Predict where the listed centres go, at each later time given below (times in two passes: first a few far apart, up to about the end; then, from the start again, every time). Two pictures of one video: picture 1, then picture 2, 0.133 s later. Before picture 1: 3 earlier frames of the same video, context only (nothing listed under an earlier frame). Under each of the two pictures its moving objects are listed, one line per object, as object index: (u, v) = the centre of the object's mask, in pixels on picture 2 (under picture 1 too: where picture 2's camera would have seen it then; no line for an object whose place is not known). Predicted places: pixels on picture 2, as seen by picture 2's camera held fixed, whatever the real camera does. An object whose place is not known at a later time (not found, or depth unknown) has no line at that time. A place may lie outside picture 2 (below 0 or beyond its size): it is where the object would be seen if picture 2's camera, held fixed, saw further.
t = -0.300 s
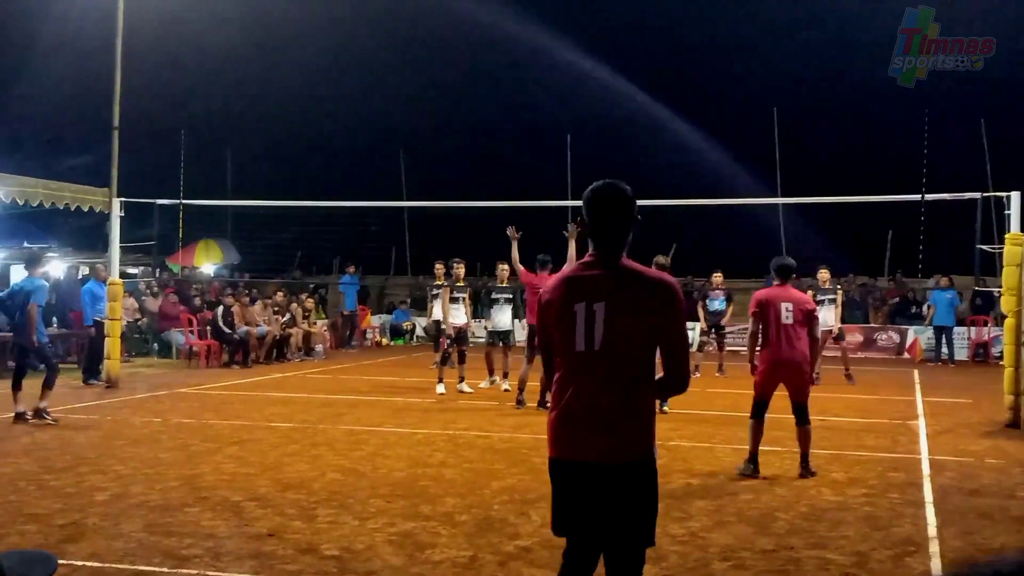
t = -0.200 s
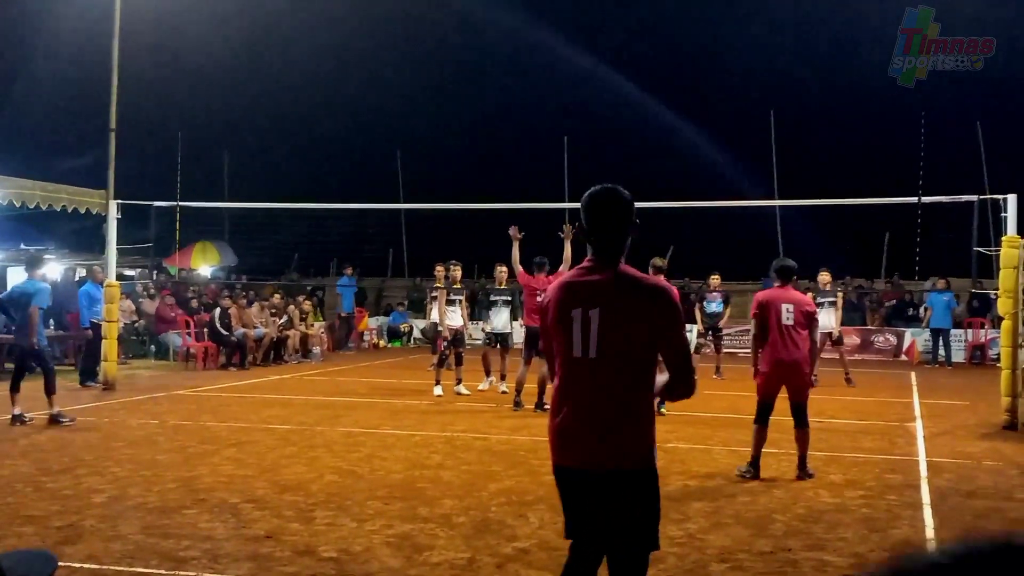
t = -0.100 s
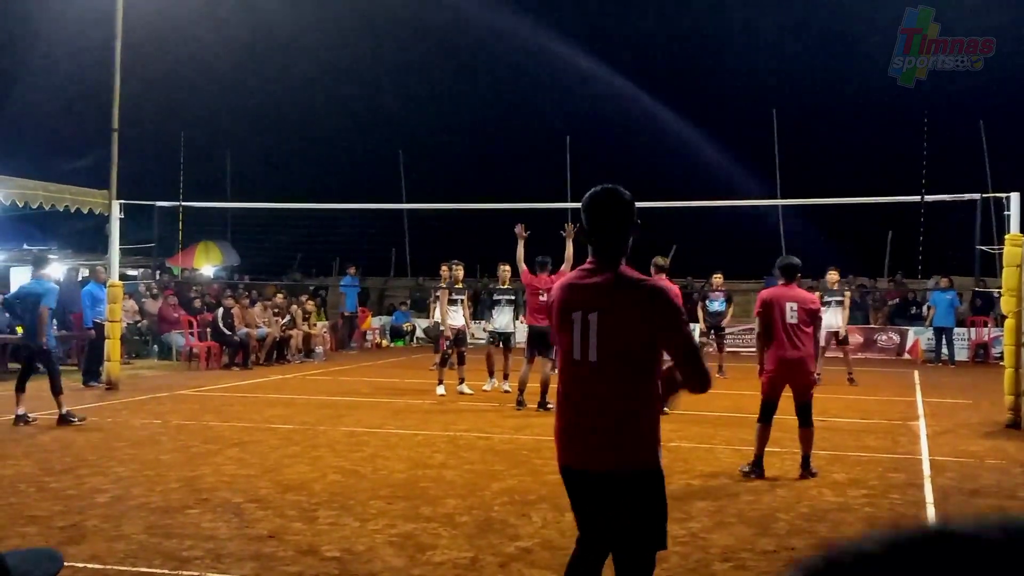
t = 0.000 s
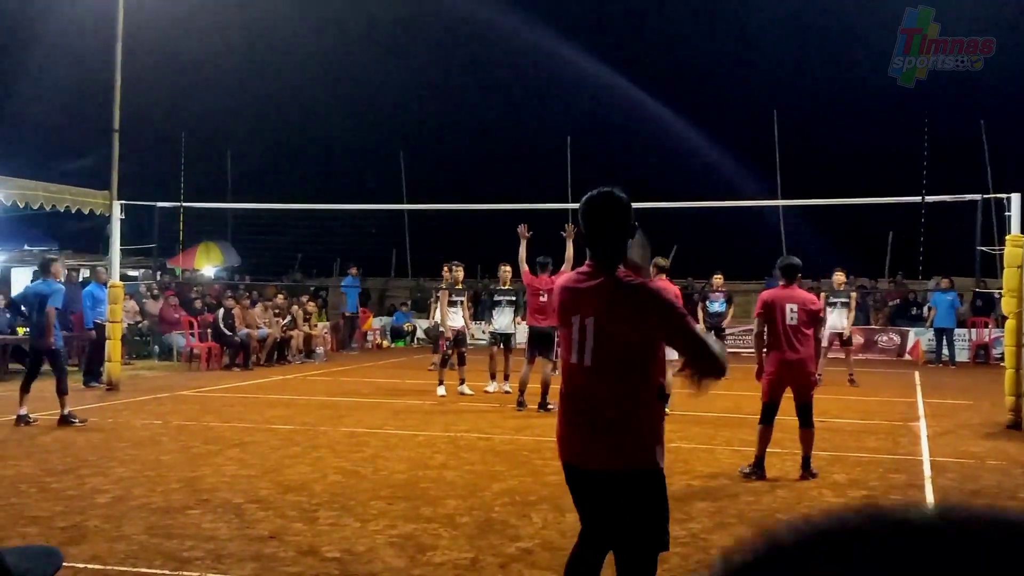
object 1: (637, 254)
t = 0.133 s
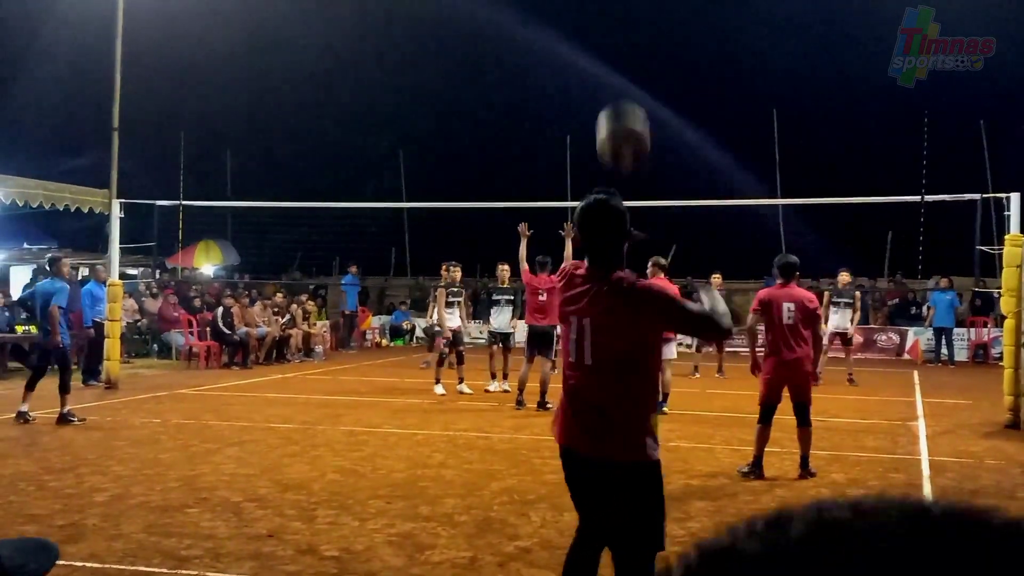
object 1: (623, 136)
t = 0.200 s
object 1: (623, 90)
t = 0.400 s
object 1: (619, 21)
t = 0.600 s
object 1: (613, 41)
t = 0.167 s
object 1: (624, 111)
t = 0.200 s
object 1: (623, 90)
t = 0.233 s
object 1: (622, 71)
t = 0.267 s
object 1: (621, 54)
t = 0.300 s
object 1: (620, 41)
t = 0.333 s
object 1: (620, 30)
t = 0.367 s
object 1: (619, 24)
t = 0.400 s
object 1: (619, 21)
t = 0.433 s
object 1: (619, 19)
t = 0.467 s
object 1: (618, 18)
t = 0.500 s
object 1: (617, 20)
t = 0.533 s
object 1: (616, 23)
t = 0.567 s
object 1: (616, 31)
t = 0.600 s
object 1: (613, 41)
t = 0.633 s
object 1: (613, 53)
